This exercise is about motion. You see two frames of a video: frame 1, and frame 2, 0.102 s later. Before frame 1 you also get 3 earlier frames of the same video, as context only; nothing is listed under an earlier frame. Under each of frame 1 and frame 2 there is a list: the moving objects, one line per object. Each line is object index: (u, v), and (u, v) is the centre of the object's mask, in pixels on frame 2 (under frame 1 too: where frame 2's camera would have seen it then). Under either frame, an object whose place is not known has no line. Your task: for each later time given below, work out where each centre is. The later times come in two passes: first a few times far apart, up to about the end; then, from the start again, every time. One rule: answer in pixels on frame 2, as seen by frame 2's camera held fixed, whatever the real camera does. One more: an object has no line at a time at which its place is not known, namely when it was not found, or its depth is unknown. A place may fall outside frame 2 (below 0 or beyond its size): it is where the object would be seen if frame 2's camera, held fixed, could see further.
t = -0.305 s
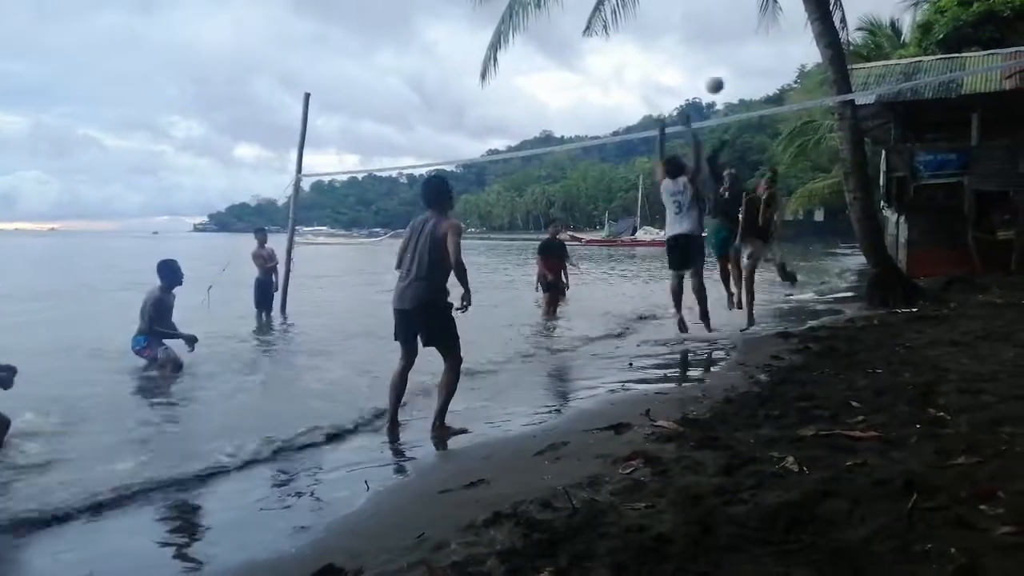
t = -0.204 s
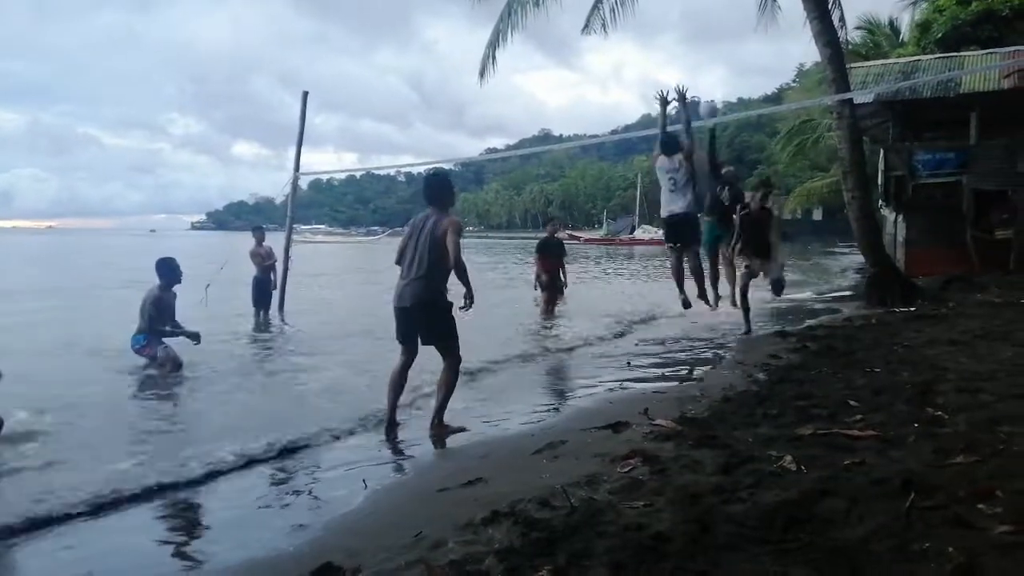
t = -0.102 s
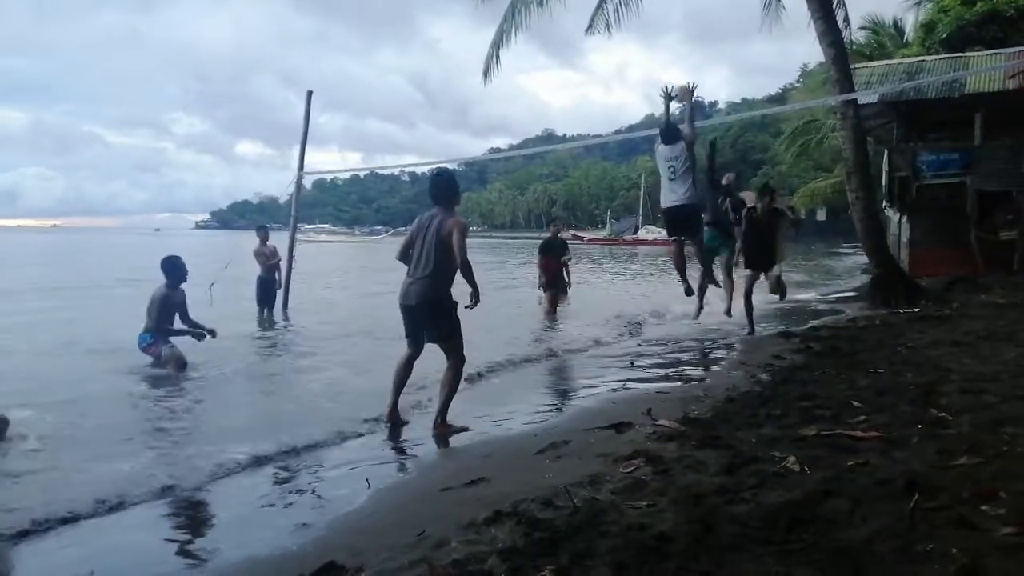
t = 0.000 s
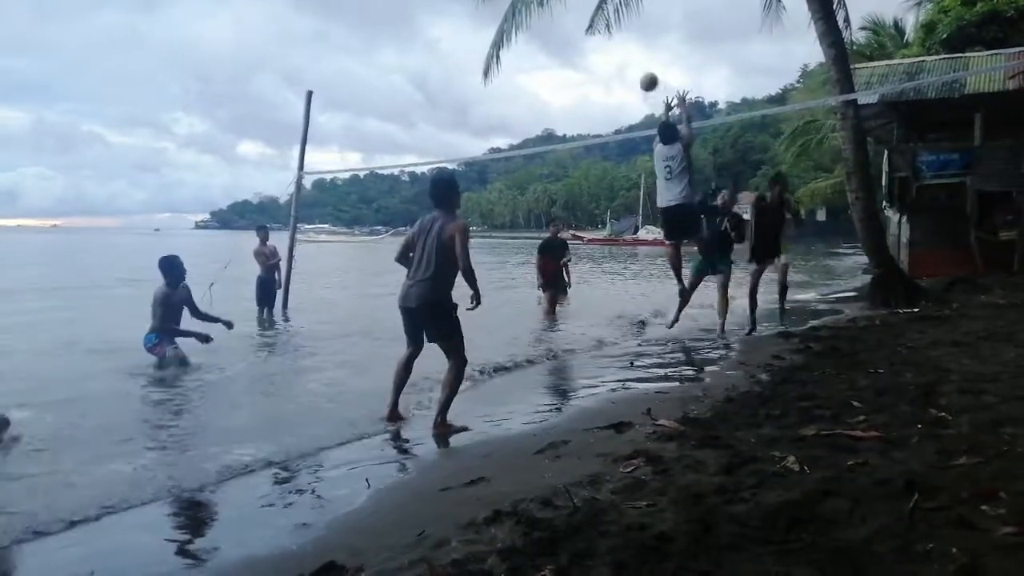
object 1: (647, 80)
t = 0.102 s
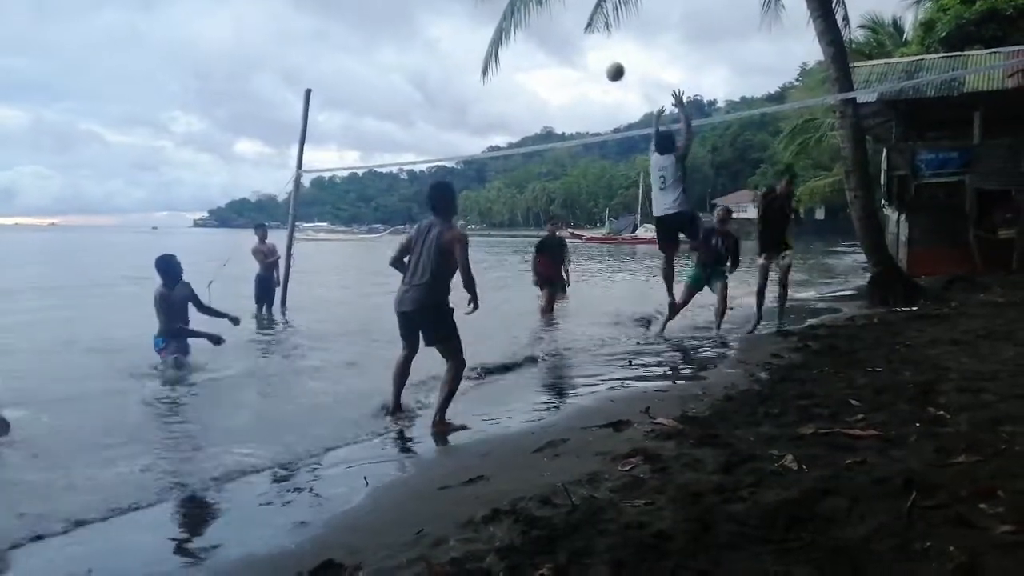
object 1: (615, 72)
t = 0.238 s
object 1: (572, 75)
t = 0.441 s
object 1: (507, 113)
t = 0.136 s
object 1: (604, 71)
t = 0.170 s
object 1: (593, 71)
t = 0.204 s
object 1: (582, 72)
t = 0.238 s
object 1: (572, 75)
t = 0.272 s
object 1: (561, 79)
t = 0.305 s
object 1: (550, 83)
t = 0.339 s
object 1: (539, 89)
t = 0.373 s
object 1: (528, 96)
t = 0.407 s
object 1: (517, 104)
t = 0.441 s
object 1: (507, 113)
